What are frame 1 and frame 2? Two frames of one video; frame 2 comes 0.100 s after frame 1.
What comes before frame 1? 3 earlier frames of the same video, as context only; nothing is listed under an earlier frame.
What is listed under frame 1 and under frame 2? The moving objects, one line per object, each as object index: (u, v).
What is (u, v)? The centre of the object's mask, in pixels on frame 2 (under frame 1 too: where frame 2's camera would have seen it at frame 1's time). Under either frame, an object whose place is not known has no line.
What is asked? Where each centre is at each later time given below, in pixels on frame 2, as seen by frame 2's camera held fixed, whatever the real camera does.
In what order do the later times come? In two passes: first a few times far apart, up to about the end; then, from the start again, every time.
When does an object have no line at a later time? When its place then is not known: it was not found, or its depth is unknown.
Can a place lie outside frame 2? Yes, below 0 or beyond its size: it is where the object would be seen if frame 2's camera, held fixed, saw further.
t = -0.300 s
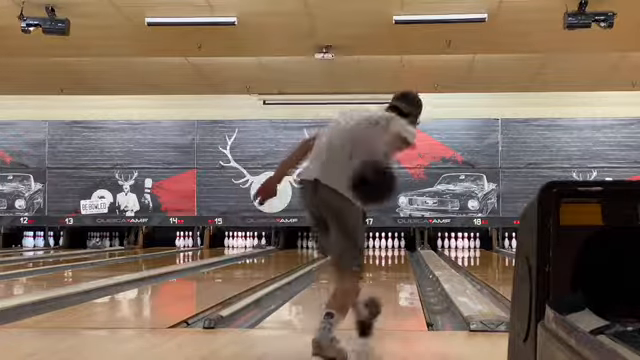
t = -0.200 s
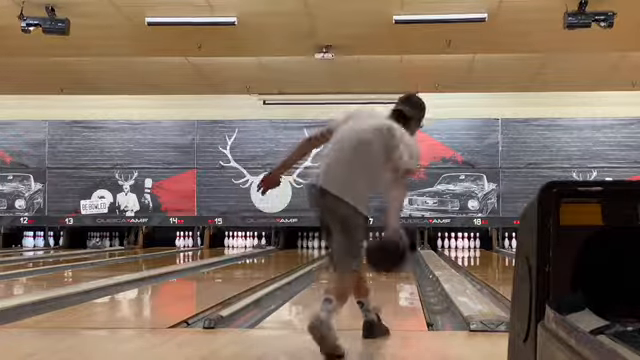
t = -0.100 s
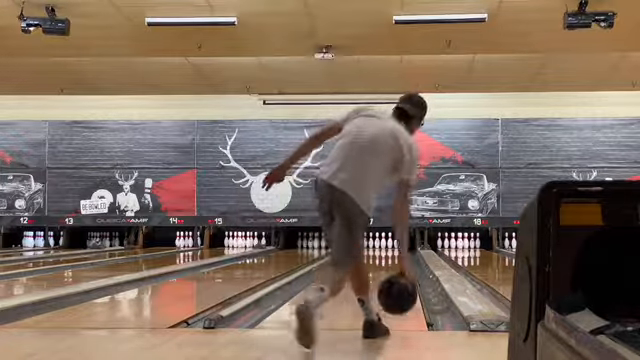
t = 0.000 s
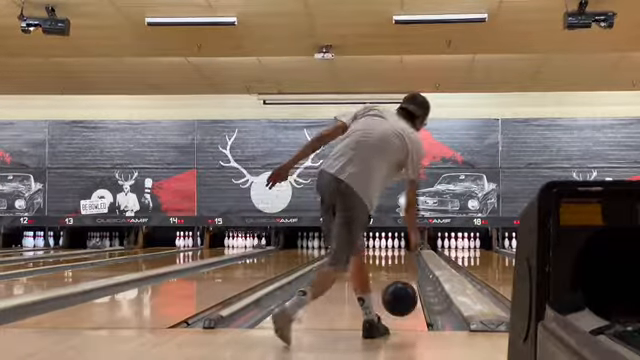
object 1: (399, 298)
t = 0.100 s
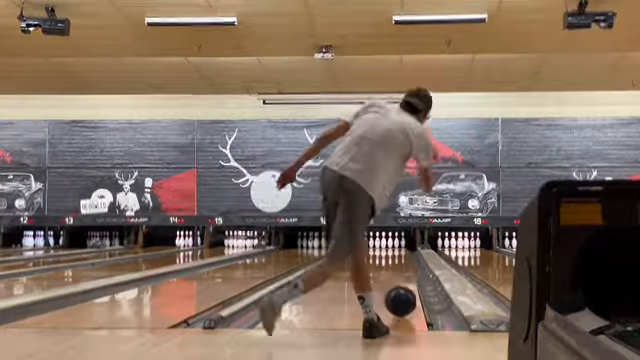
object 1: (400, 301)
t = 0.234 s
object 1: (400, 291)
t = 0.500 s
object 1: (400, 278)
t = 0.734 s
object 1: (400, 271)
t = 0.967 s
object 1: (399, 263)
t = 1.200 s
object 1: (397, 258)
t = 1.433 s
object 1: (397, 256)
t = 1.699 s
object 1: (394, 251)
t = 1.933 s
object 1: (393, 249)
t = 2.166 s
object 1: (390, 247)
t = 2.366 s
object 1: (390, 246)
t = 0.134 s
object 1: (400, 298)
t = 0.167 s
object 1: (400, 295)
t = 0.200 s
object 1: (400, 293)
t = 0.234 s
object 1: (400, 291)
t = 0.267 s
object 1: (400, 289)
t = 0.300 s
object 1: (400, 287)
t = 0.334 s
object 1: (400, 285)
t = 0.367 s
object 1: (400, 284)
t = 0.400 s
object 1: (400, 282)
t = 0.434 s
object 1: (400, 281)
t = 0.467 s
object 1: (400, 279)
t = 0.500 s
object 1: (400, 278)
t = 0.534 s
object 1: (400, 277)
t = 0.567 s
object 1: (400, 276)
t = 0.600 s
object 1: (400, 275)
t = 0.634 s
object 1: (400, 275)
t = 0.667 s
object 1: (400, 273)
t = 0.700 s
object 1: (400, 272)
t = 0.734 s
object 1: (400, 271)
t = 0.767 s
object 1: (400, 271)
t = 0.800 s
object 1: (400, 268)
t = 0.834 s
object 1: (399, 266)
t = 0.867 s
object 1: (399, 265)
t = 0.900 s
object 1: (399, 265)
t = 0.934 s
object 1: (399, 264)
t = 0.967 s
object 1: (399, 263)
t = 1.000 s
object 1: (399, 263)
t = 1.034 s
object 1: (398, 262)
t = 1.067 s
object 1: (398, 262)
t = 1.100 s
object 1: (398, 260)
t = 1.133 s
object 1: (397, 258)
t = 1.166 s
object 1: (397, 258)
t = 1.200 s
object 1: (397, 258)
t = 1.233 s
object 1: (397, 258)
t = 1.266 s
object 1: (397, 257)
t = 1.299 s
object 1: (397, 256)
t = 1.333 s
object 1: (397, 256)
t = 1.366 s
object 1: (397, 256)
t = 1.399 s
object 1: (397, 256)
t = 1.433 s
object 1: (397, 256)
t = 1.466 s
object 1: (397, 256)
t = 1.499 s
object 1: (396, 254)
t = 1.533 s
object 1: (396, 254)
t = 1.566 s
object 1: (395, 254)
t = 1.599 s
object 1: (395, 253)
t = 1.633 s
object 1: (394, 252)
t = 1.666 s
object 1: (394, 251)
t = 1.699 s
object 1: (394, 251)
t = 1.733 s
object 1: (394, 251)
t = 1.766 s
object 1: (394, 251)
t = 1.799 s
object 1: (394, 251)
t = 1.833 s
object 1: (394, 251)
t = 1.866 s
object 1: (394, 250)
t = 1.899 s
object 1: (394, 250)
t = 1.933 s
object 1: (393, 249)
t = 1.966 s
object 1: (393, 249)
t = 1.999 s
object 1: (393, 249)
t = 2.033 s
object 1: (393, 248)
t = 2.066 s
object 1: (391, 248)
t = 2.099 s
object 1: (391, 247)
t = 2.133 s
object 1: (390, 247)
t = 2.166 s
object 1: (390, 247)
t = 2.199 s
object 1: (390, 247)
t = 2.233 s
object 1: (391, 247)
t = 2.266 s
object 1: (390, 246)
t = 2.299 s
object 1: (390, 246)
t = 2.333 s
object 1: (389, 246)
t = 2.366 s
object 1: (390, 246)
